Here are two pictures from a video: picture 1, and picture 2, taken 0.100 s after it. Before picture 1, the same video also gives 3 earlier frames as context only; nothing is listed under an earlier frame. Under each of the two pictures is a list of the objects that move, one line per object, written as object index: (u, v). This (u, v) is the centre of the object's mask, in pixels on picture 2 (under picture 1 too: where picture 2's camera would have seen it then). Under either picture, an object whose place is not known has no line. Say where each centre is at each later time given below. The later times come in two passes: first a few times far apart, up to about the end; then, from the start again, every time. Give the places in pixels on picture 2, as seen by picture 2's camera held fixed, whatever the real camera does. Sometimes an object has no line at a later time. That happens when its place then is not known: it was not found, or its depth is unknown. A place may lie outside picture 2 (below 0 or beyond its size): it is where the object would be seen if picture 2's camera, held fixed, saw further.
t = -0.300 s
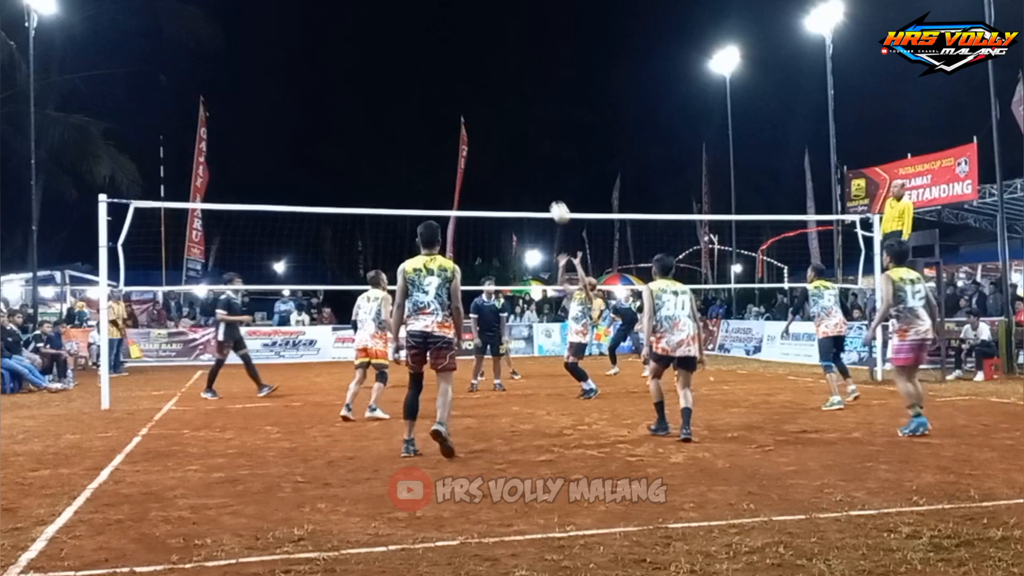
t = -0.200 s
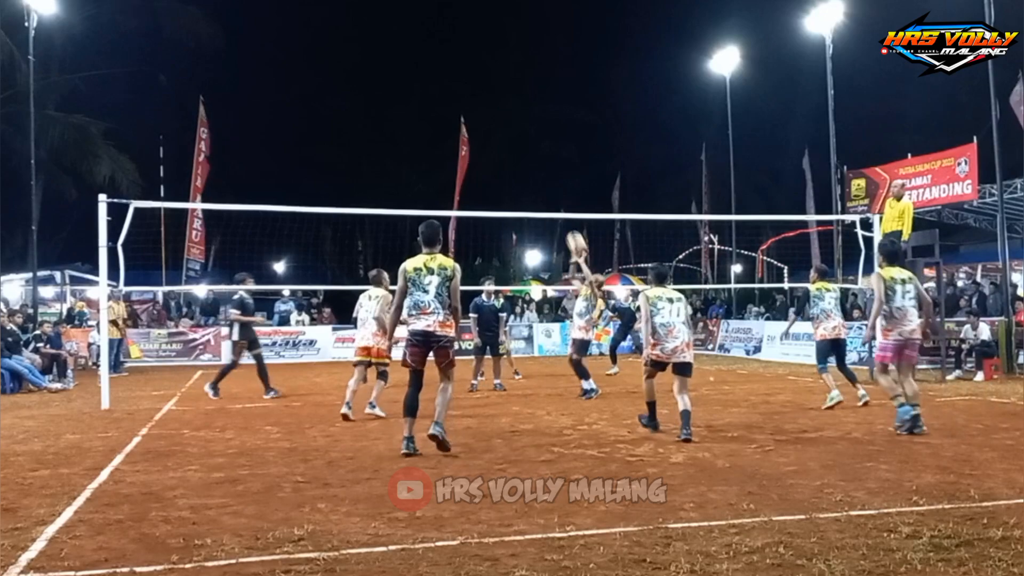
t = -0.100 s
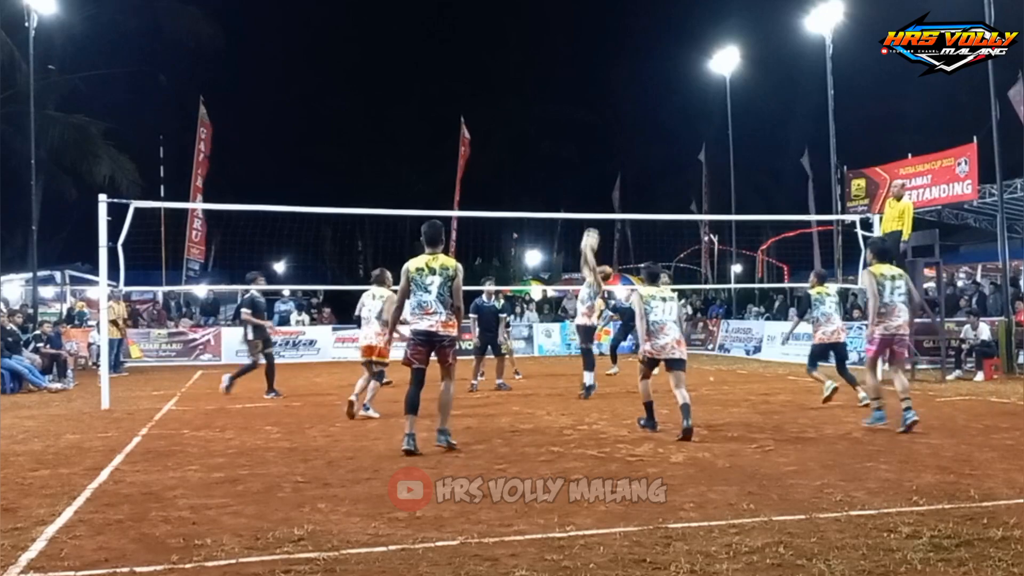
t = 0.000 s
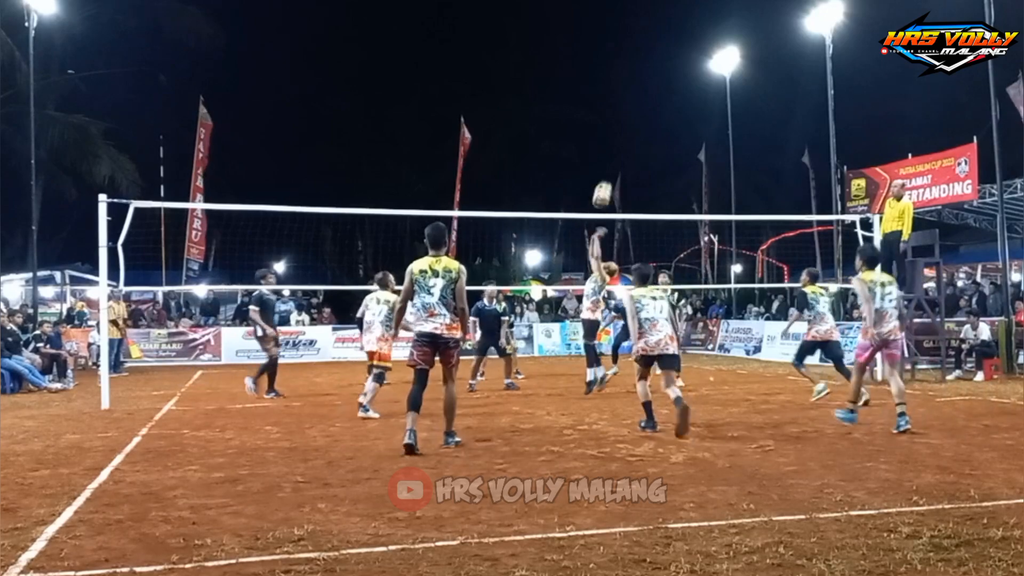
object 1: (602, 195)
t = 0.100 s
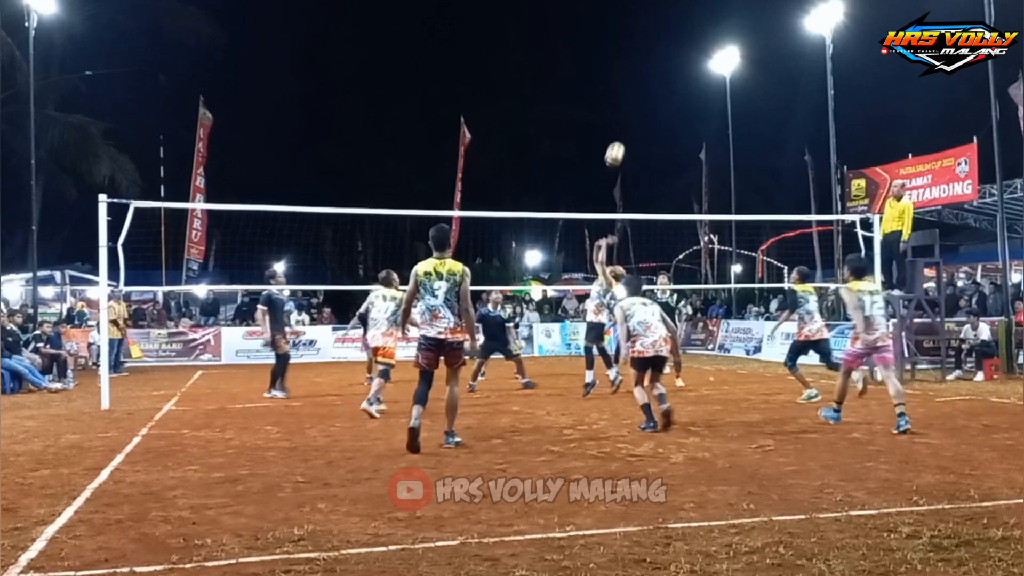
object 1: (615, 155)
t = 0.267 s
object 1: (635, 104)
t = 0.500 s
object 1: (663, 71)
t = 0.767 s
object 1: (693, 85)
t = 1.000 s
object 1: (719, 139)
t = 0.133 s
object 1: (619, 142)
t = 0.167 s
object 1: (623, 131)
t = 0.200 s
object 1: (627, 122)
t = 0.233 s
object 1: (631, 113)
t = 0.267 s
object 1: (635, 104)
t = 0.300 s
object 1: (639, 97)
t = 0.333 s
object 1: (643, 91)
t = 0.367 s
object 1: (647, 85)
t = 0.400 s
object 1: (651, 80)
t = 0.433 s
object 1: (654, 77)
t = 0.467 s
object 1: (659, 73)
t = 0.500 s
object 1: (663, 71)
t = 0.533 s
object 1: (666, 70)
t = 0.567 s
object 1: (670, 70)
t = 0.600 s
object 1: (674, 70)
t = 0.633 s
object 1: (678, 71)
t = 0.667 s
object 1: (682, 74)
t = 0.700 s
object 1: (685, 76)
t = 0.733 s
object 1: (689, 80)
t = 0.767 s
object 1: (693, 85)
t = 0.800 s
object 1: (697, 90)
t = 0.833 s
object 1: (701, 96)
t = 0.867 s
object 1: (705, 103)
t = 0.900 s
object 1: (708, 110)
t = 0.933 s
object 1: (712, 119)
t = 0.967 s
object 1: (716, 129)
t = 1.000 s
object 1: (719, 139)
